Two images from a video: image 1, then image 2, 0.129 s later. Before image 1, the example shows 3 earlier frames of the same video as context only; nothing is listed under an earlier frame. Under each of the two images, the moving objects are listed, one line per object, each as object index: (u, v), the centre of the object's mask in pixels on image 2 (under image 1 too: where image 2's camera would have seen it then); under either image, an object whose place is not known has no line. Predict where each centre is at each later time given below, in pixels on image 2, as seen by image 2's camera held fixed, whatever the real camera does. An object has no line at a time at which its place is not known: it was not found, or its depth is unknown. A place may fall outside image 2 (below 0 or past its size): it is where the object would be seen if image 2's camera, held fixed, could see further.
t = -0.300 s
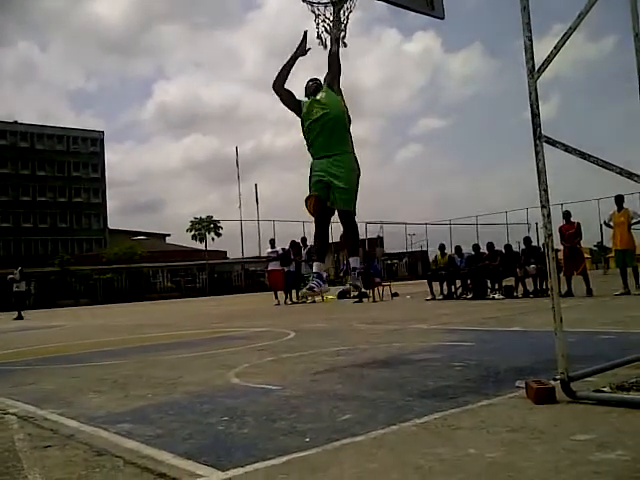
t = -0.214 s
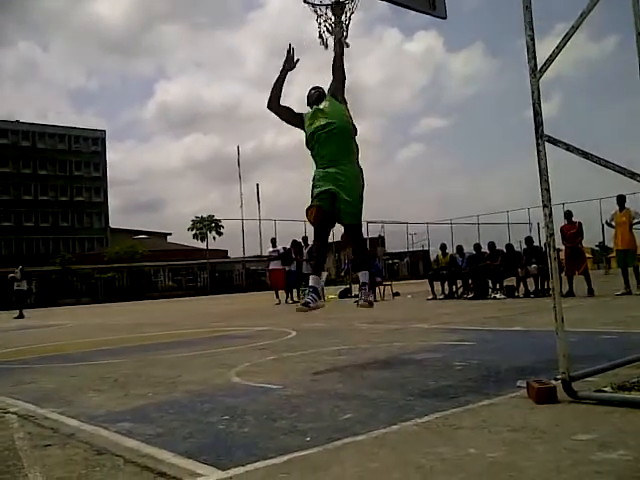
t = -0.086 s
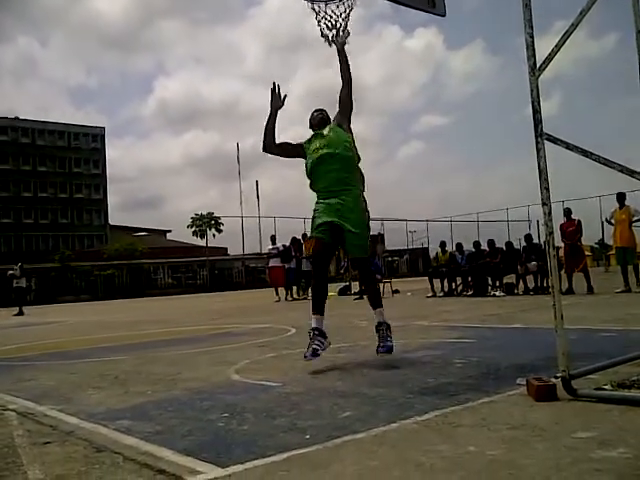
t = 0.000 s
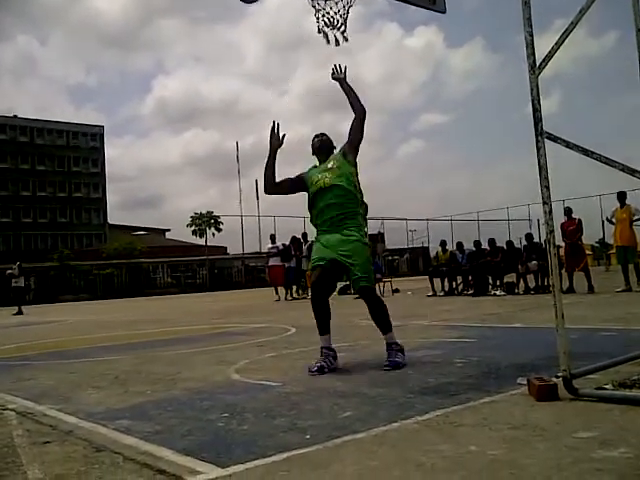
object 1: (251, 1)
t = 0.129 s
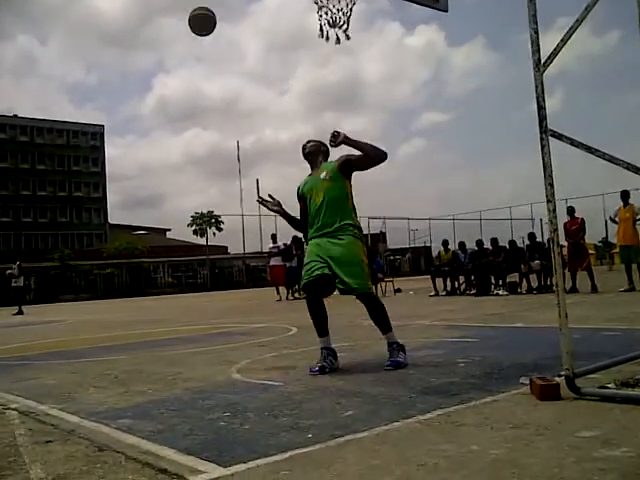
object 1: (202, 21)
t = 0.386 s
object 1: (117, 139)
